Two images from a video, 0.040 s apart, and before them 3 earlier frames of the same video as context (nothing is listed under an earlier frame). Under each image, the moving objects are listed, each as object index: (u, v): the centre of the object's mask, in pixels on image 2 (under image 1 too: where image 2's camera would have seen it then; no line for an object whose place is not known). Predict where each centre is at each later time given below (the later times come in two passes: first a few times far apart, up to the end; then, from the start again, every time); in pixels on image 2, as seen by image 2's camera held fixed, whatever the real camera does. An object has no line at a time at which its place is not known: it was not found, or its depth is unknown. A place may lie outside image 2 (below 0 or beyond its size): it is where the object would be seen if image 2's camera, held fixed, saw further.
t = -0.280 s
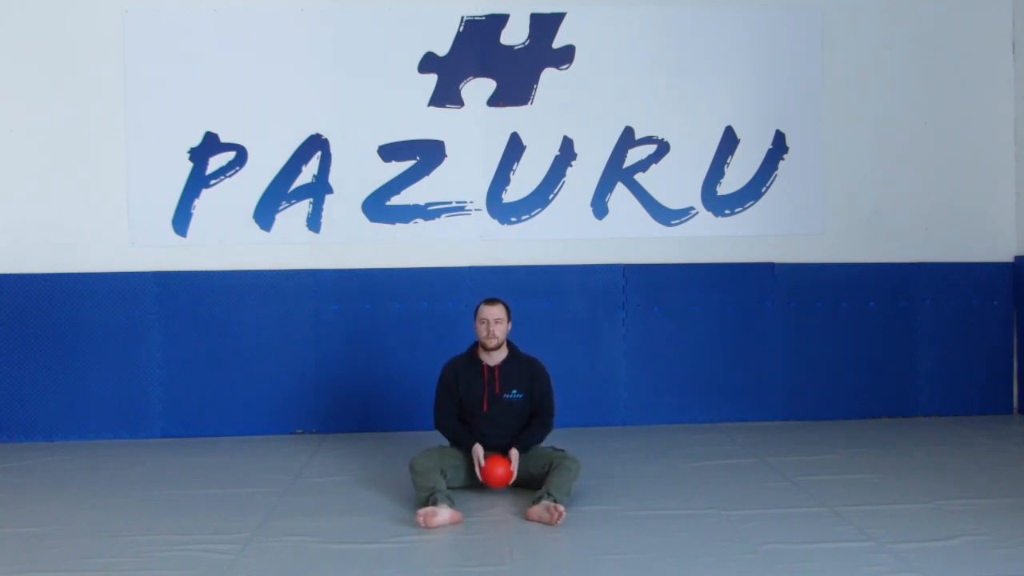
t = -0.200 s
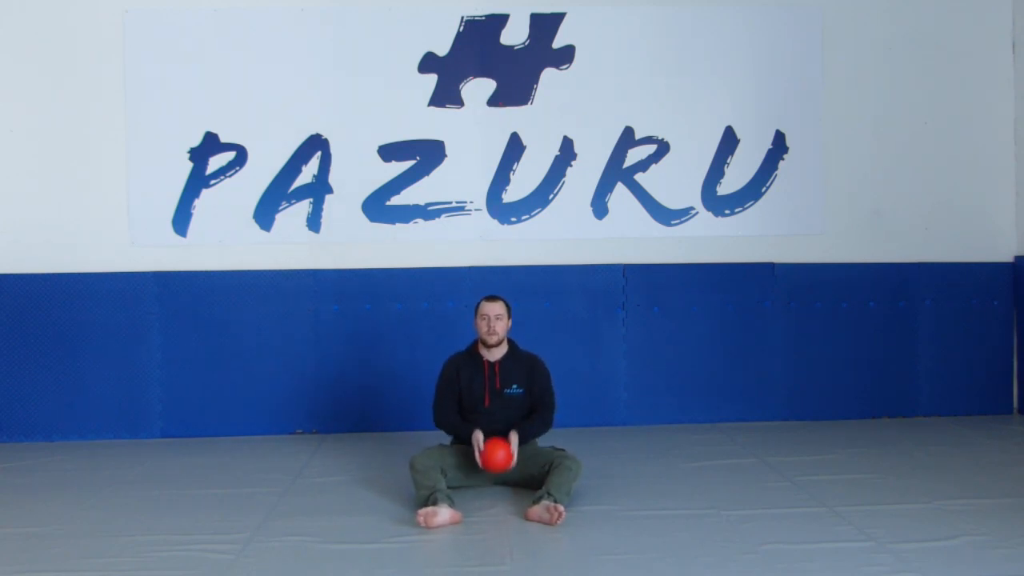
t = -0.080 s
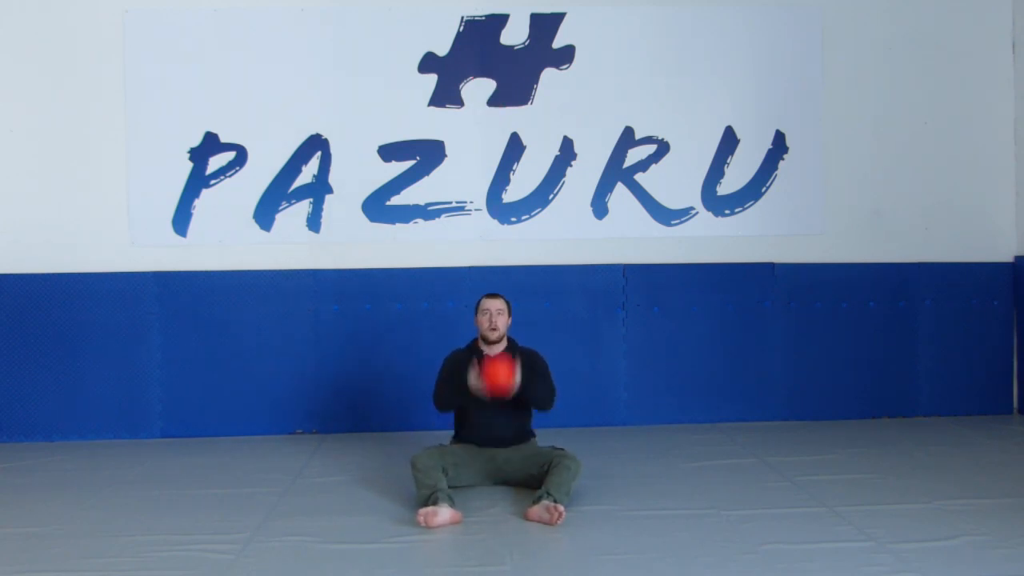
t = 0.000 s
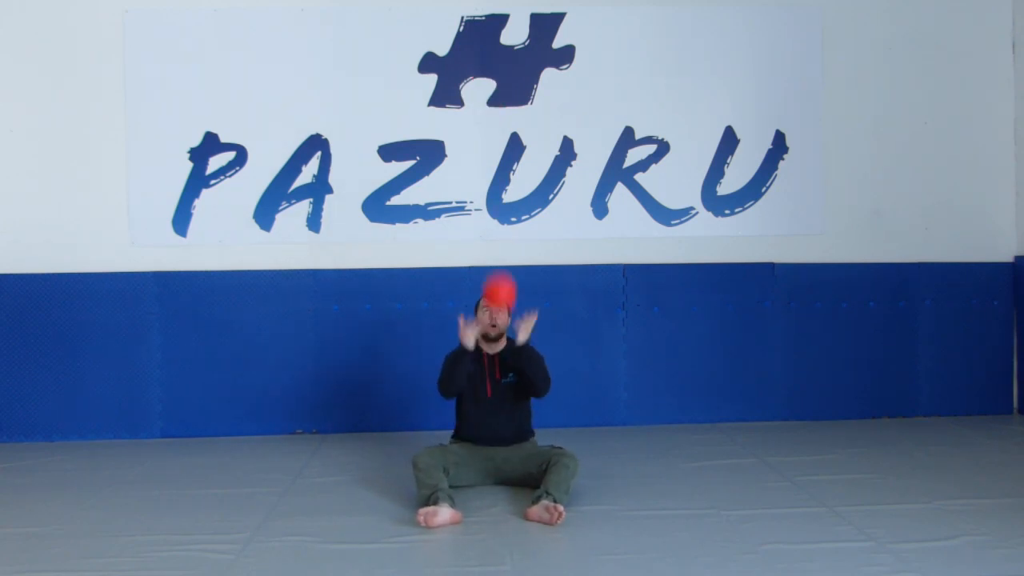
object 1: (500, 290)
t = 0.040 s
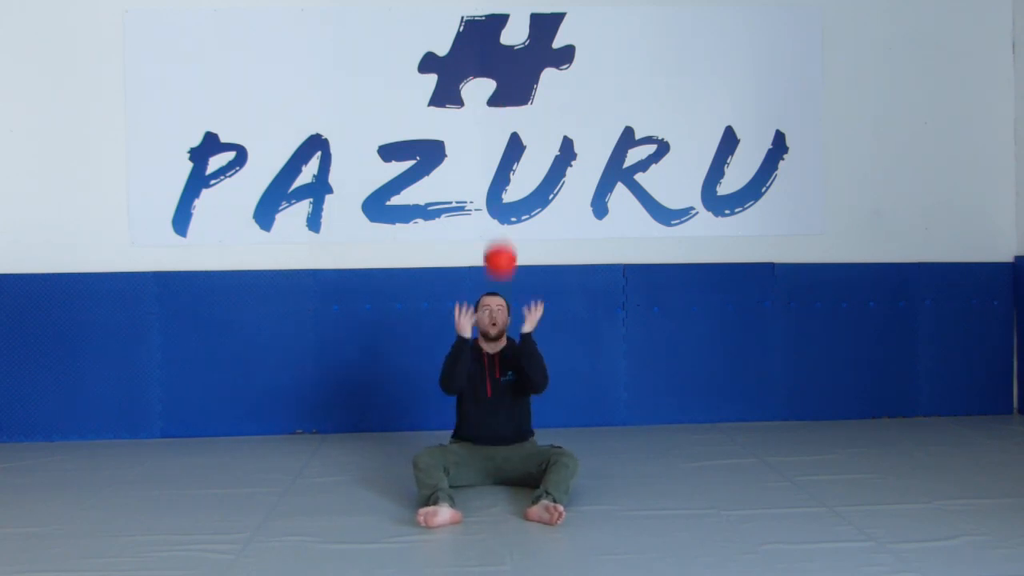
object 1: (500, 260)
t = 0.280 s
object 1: (507, 126)
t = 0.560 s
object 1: (518, 125)
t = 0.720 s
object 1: (526, 194)
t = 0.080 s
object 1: (502, 225)
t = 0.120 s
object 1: (502, 200)
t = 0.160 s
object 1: (504, 176)
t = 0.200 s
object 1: (506, 156)
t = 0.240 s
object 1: (506, 140)
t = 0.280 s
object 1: (507, 126)
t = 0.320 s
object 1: (509, 115)
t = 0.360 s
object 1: (510, 109)
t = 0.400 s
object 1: (512, 106)
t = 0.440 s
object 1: (513, 106)
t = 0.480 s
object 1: (515, 109)
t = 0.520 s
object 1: (516, 115)
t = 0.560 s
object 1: (518, 125)
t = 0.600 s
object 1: (520, 137)
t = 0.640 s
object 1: (521, 152)
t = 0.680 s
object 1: (523, 171)
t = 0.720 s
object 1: (526, 194)
